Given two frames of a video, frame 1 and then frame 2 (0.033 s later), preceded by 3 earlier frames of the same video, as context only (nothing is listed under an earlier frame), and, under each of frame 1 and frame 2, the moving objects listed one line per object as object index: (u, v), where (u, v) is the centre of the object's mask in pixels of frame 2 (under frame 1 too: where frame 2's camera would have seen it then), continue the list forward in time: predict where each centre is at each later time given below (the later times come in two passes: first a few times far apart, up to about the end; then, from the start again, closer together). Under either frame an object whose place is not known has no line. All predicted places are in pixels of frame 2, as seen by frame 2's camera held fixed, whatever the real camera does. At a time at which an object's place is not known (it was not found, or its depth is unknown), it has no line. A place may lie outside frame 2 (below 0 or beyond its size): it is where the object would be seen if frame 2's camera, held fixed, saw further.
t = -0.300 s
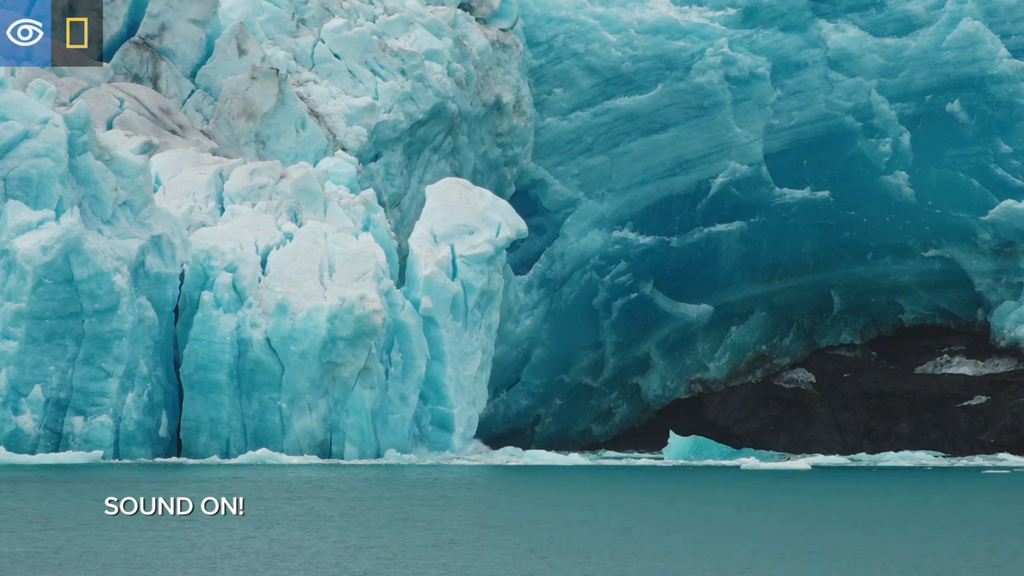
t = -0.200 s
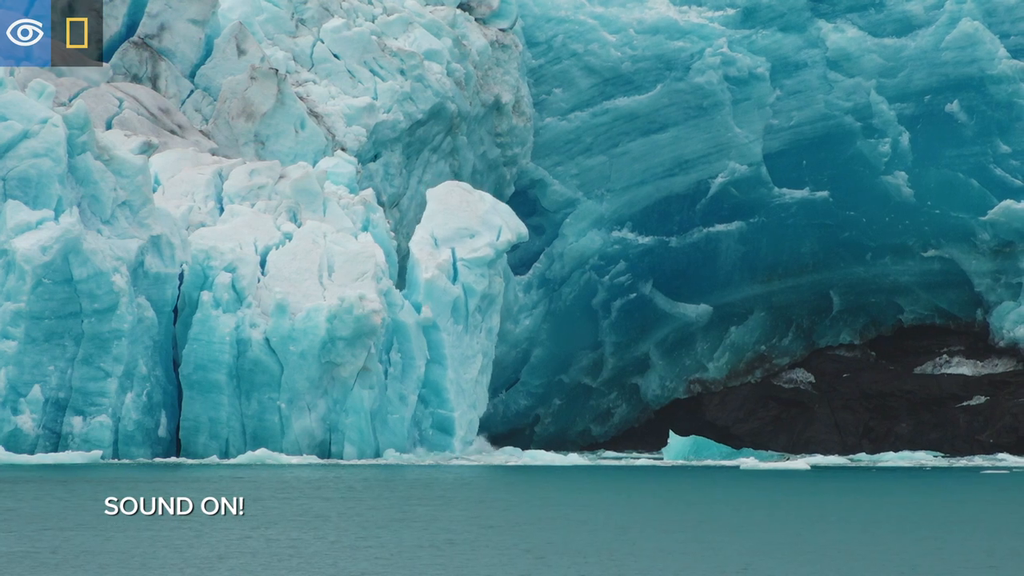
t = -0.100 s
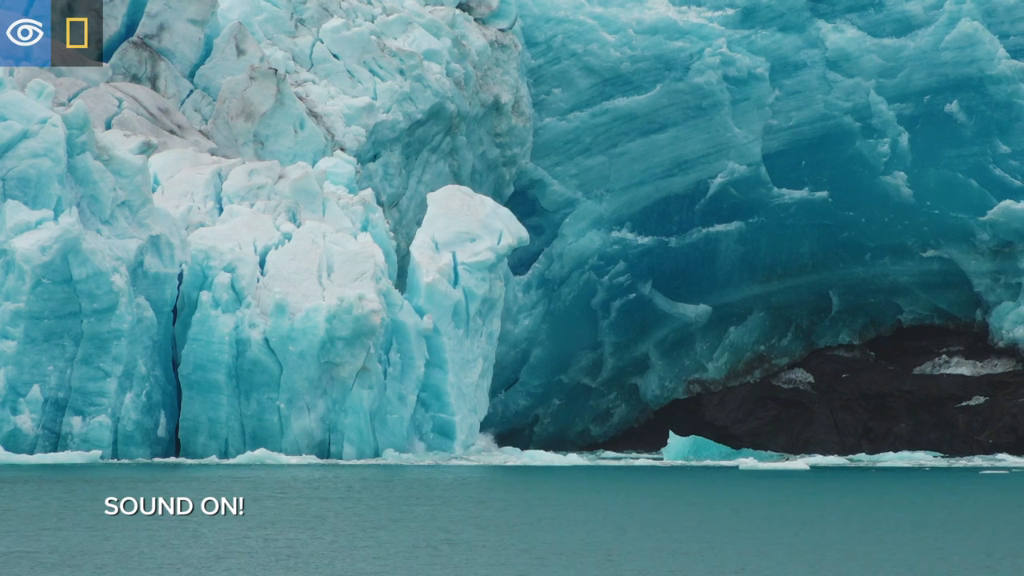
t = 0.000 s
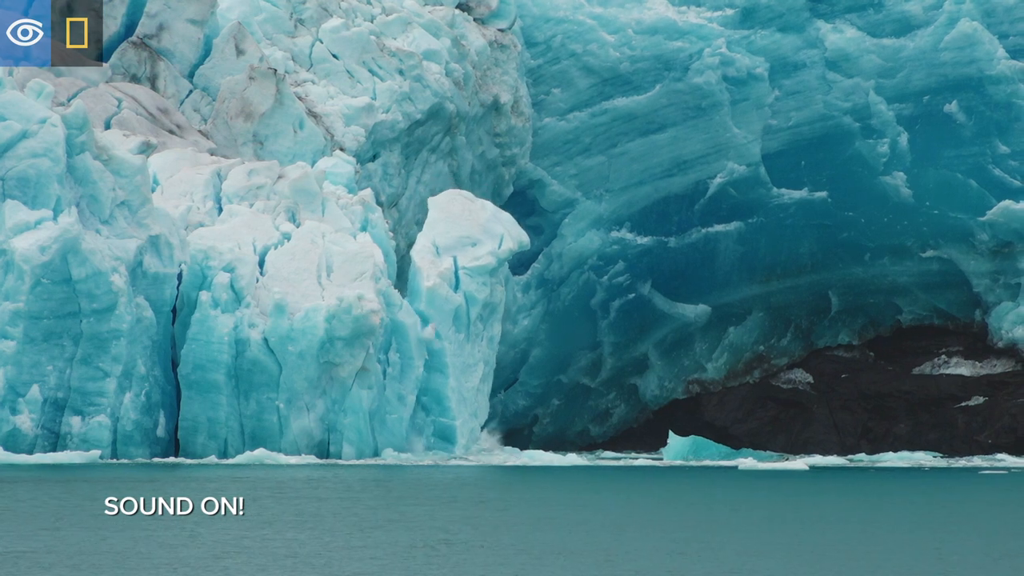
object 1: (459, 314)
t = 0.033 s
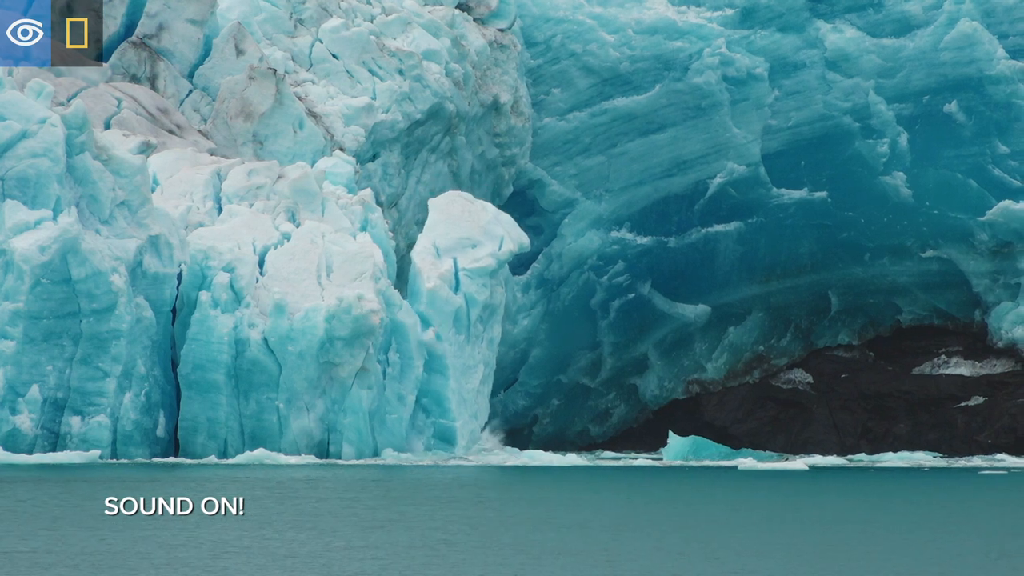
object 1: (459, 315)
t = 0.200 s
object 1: (461, 321)
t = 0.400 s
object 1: (463, 329)
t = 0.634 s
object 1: (467, 340)
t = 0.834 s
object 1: (470, 348)
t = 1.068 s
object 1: (473, 356)
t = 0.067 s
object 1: (460, 317)
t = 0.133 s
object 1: (461, 319)
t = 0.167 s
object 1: (461, 320)
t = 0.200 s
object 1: (461, 321)
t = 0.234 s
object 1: (462, 322)
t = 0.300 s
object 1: (462, 325)
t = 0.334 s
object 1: (463, 326)
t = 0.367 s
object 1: (463, 328)
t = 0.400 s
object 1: (463, 329)
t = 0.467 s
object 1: (464, 332)
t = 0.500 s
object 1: (465, 333)
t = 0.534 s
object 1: (465, 334)
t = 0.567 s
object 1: (466, 337)
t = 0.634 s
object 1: (467, 340)
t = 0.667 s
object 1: (467, 341)
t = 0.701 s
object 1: (468, 342)
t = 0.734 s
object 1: (468, 344)
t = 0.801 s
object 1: (469, 347)
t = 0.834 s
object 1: (470, 348)
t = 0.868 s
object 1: (470, 350)
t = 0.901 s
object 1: (470, 351)
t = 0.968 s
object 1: (471, 353)
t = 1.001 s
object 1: (472, 354)
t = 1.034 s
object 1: (473, 355)
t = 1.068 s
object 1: (473, 356)
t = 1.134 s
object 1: (474, 358)
